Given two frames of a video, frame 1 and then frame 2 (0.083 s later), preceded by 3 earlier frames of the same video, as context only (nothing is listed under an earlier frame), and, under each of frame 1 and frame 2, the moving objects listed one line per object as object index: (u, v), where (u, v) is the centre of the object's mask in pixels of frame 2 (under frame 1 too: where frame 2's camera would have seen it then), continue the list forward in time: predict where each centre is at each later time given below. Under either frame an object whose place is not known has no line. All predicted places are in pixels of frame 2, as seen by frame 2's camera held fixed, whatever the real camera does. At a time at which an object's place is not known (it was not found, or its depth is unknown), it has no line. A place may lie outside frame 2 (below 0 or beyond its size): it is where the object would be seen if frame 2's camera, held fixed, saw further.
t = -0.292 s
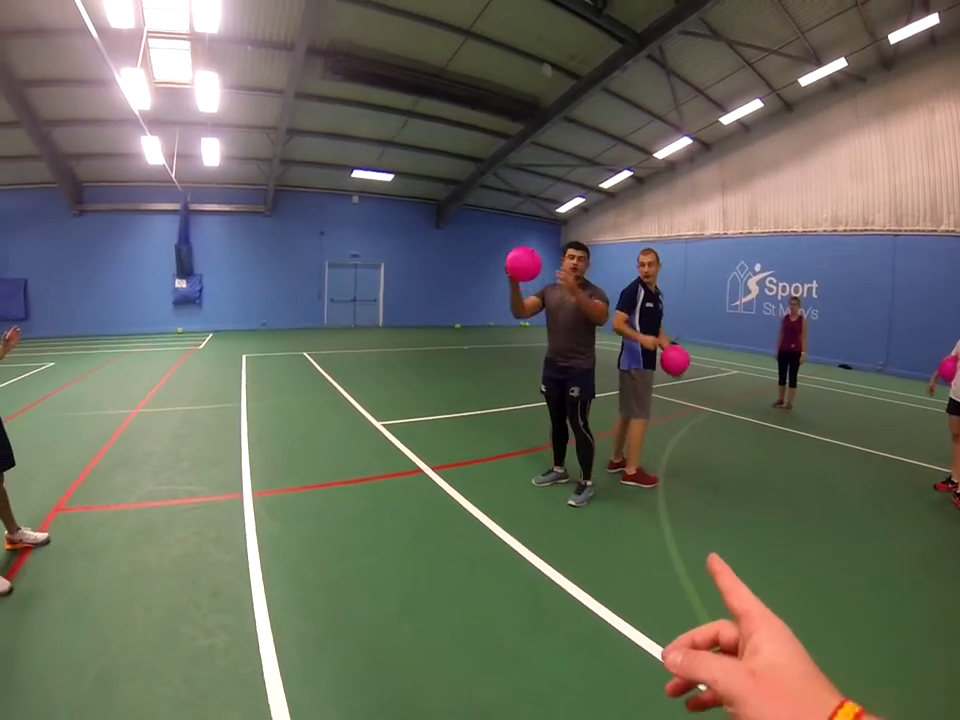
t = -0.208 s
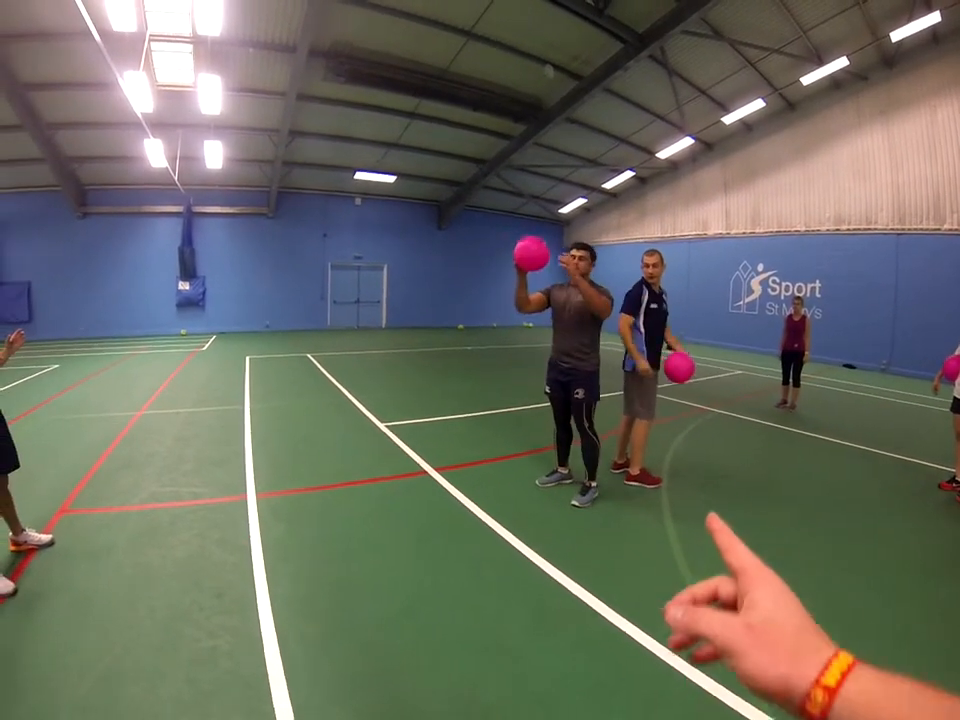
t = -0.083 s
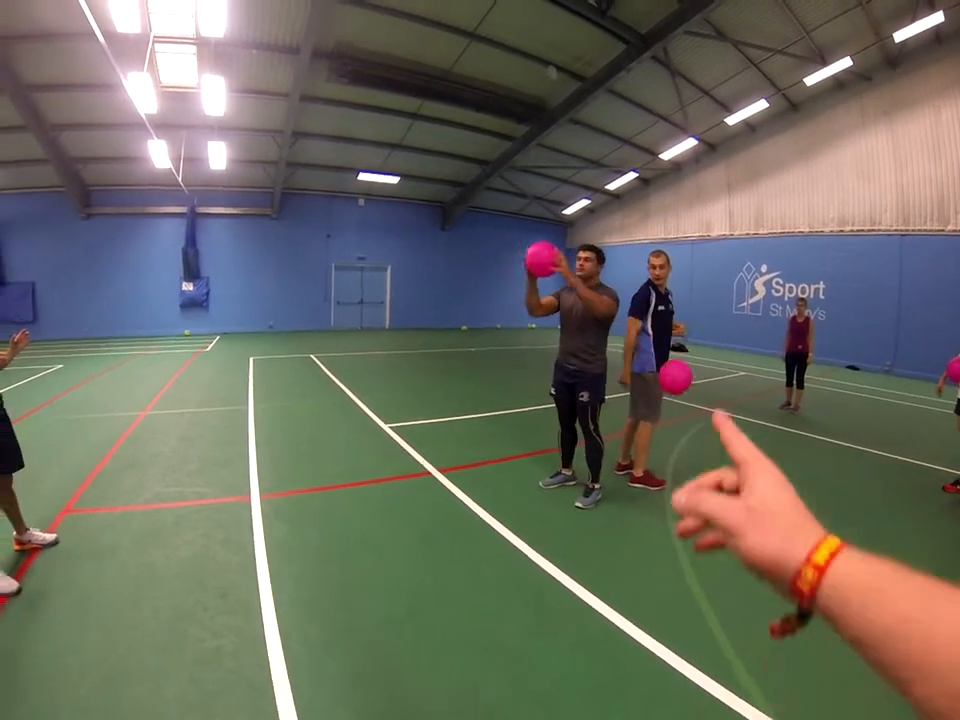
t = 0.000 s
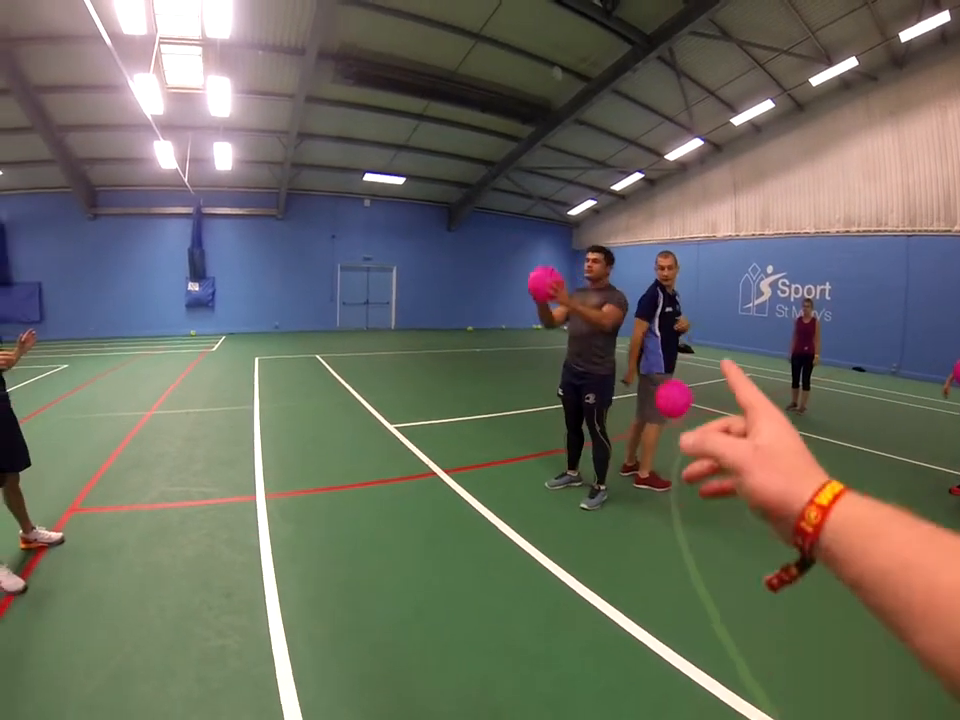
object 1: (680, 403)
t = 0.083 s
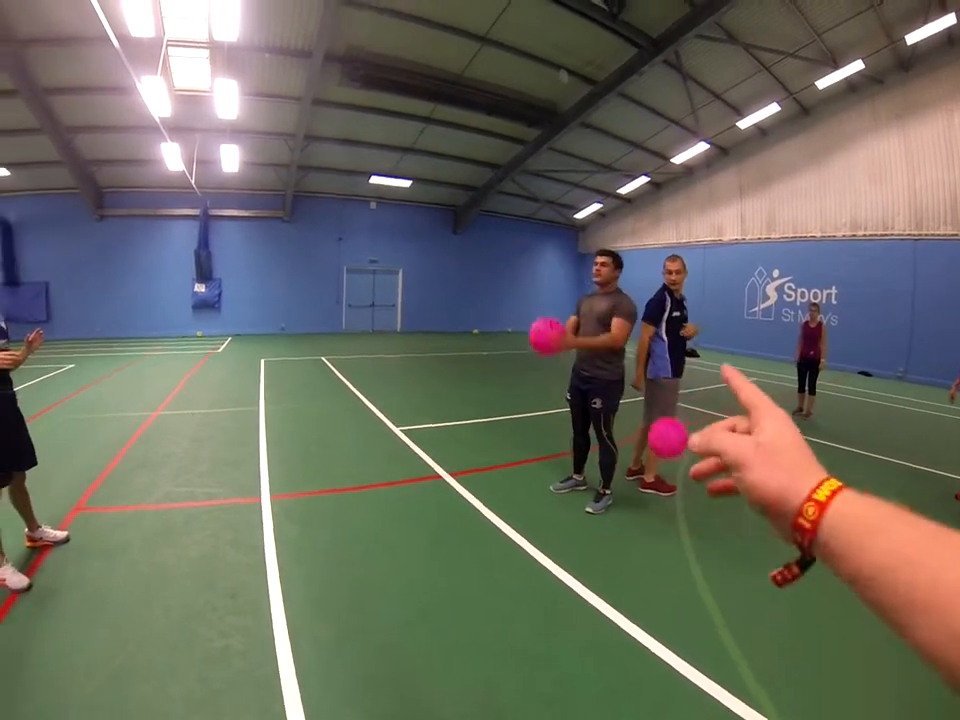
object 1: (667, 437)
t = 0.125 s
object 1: (660, 461)
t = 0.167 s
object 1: (649, 490)
